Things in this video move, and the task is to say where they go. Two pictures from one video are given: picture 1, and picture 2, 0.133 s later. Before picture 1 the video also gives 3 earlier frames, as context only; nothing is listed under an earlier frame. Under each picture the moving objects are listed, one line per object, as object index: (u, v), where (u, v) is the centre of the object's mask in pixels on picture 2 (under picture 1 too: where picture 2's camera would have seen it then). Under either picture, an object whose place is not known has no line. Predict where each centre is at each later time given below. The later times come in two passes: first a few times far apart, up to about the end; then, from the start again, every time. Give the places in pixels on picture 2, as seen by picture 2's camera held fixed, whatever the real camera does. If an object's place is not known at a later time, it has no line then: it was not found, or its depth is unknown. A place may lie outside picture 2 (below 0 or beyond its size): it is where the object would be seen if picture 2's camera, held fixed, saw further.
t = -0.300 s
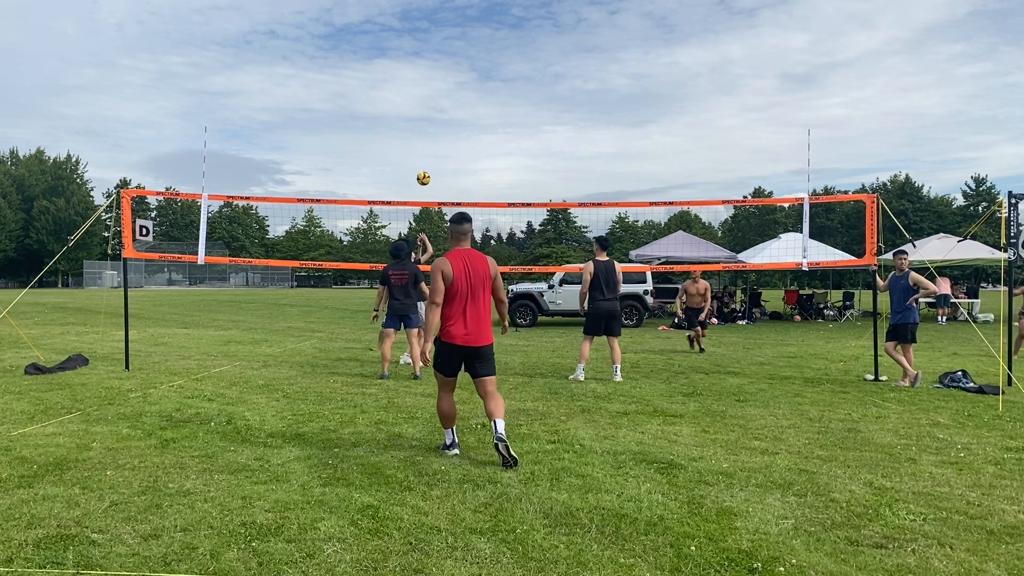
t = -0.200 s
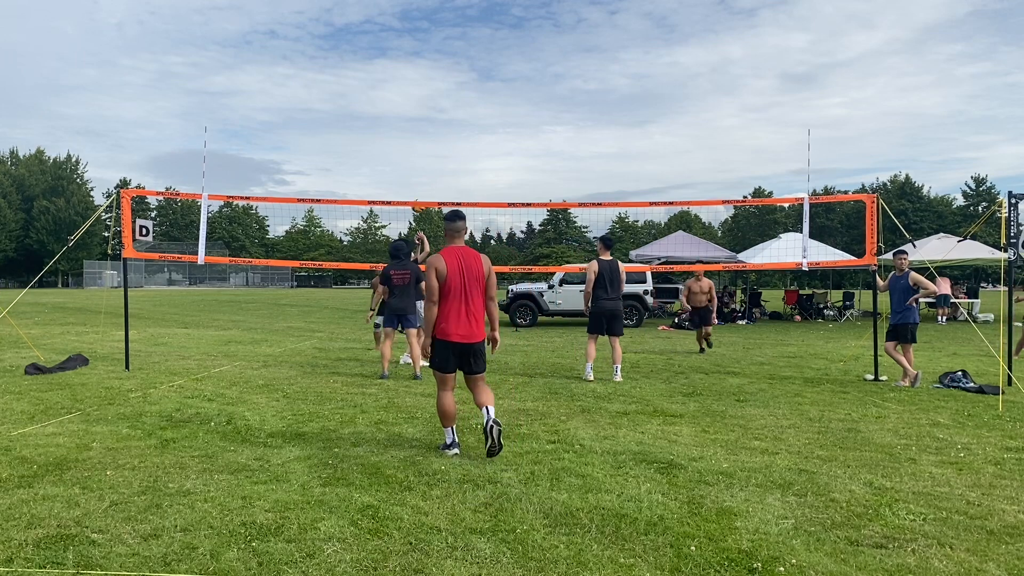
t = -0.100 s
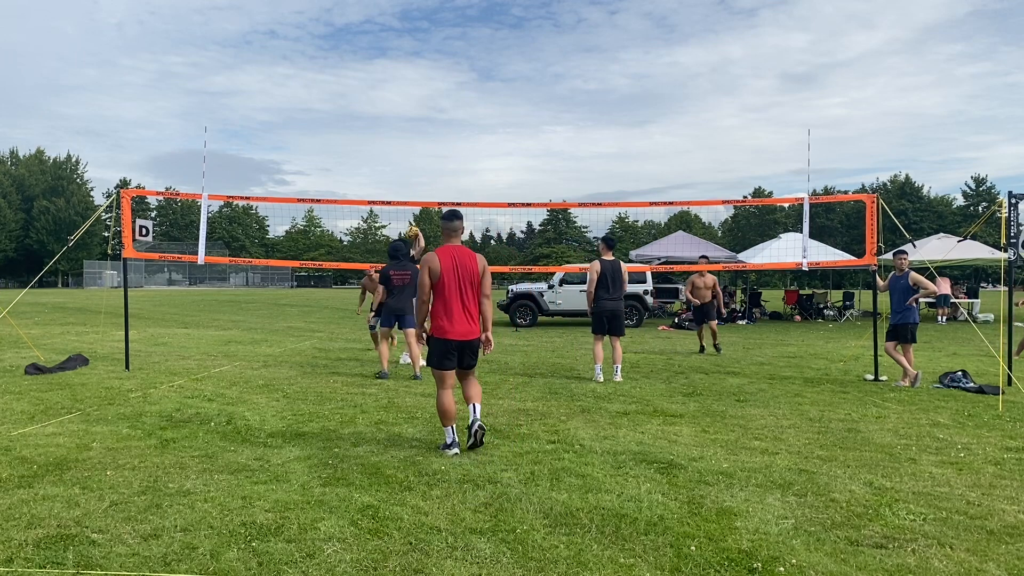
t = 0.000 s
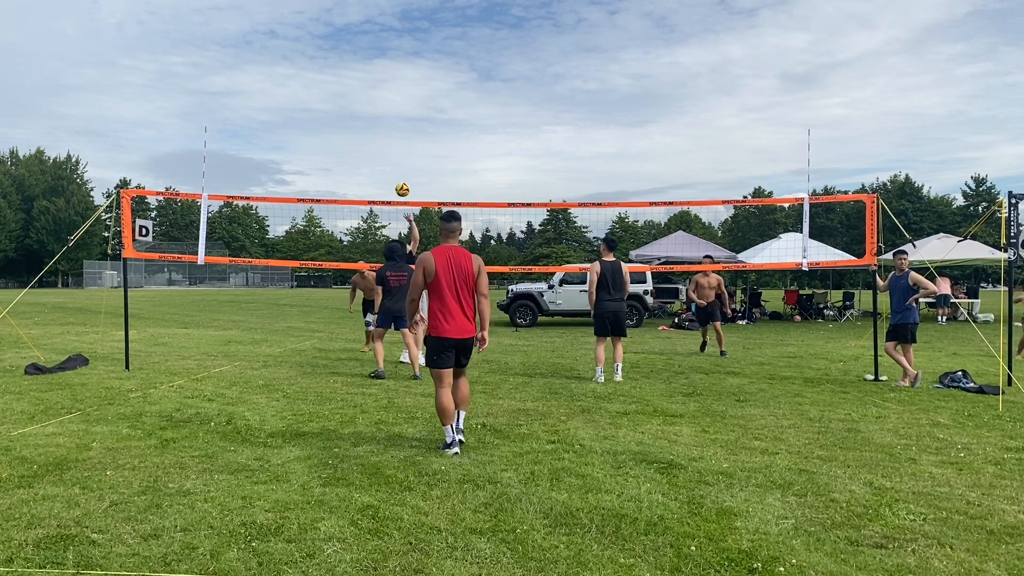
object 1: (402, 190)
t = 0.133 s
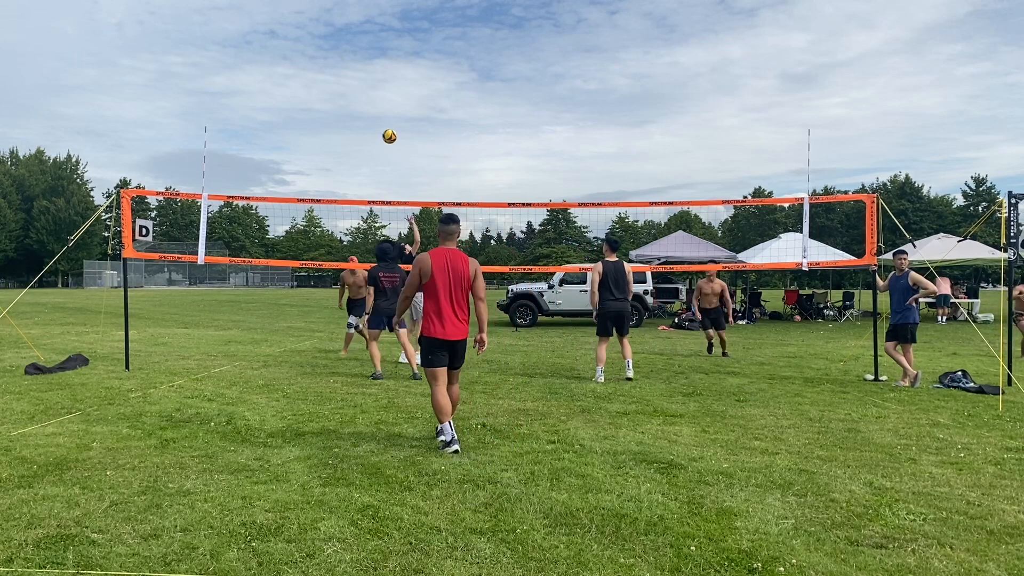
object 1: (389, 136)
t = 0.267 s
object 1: (376, 95)
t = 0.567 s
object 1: (347, 49)
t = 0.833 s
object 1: (321, 61)
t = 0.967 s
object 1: (308, 85)
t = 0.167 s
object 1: (386, 125)
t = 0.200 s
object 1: (383, 114)
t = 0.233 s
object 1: (379, 104)
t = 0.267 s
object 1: (376, 95)
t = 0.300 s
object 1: (373, 87)
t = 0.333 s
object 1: (369, 80)
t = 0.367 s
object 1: (366, 73)
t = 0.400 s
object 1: (363, 67)
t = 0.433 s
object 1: (360, 62)
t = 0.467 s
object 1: (356, 58)
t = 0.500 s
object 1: (353, 54)
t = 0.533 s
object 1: (350, 51)
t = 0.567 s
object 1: (347, 49)
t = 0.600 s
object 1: (343, 48)
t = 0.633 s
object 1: (340, 48)
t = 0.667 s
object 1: (337, 48)
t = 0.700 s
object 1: (334, 49)
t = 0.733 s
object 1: (330, 51)
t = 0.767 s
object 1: (327, 54)
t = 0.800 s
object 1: (324, 57)
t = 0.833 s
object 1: (321, 61)
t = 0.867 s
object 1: (317, 66)
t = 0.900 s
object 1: (314, 72)
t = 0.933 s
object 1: (311, 78)
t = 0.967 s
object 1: (308, 85)
